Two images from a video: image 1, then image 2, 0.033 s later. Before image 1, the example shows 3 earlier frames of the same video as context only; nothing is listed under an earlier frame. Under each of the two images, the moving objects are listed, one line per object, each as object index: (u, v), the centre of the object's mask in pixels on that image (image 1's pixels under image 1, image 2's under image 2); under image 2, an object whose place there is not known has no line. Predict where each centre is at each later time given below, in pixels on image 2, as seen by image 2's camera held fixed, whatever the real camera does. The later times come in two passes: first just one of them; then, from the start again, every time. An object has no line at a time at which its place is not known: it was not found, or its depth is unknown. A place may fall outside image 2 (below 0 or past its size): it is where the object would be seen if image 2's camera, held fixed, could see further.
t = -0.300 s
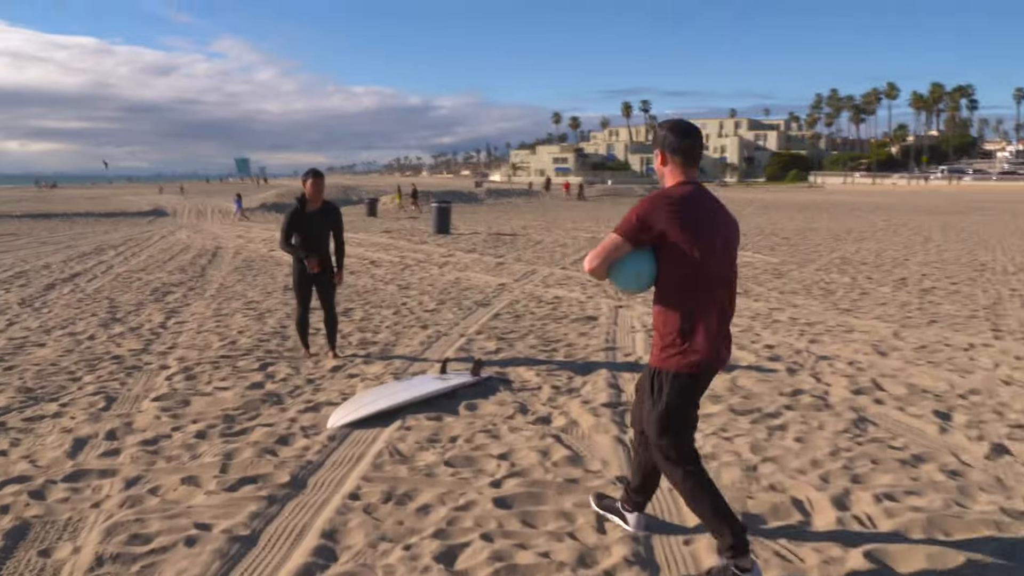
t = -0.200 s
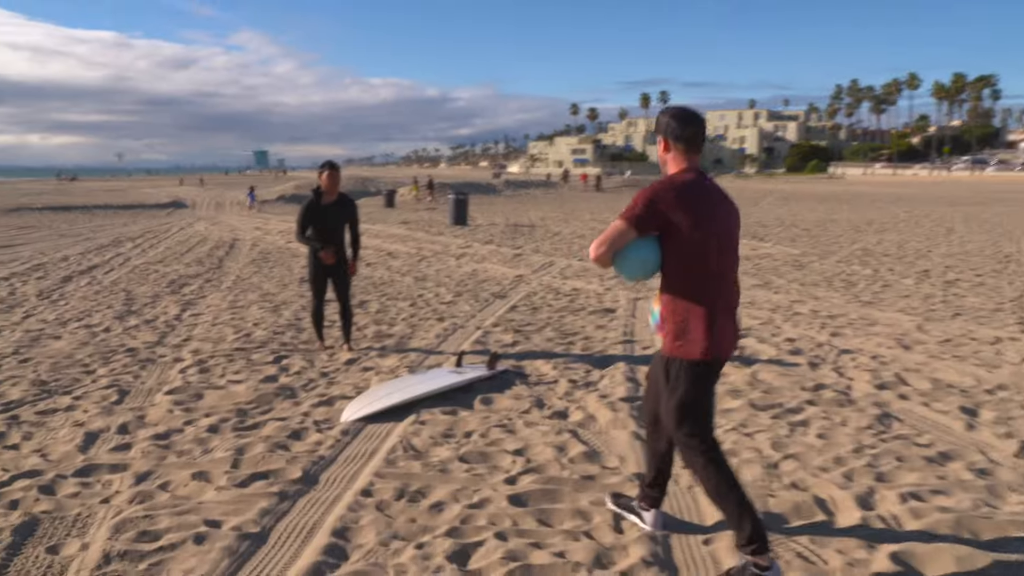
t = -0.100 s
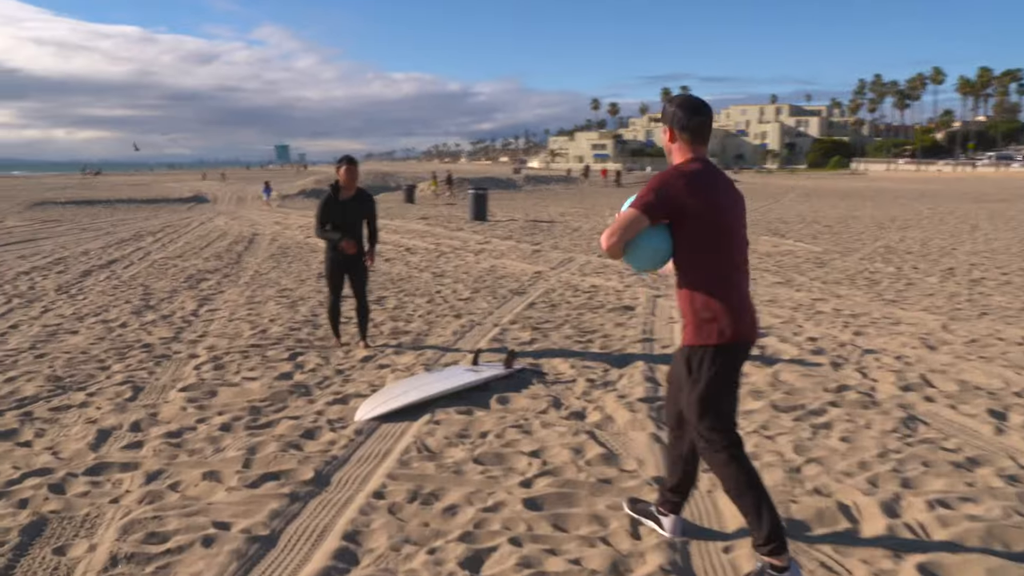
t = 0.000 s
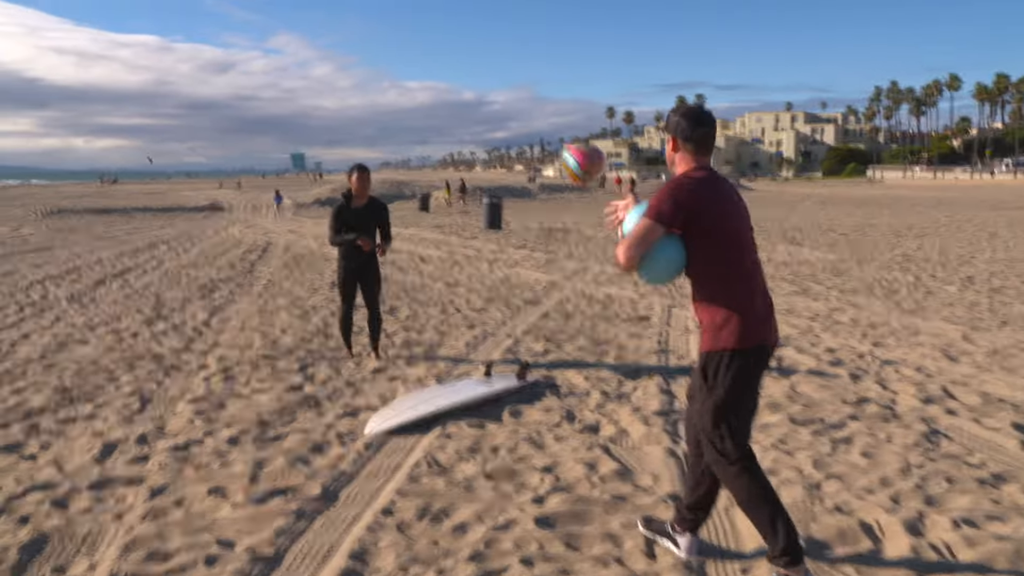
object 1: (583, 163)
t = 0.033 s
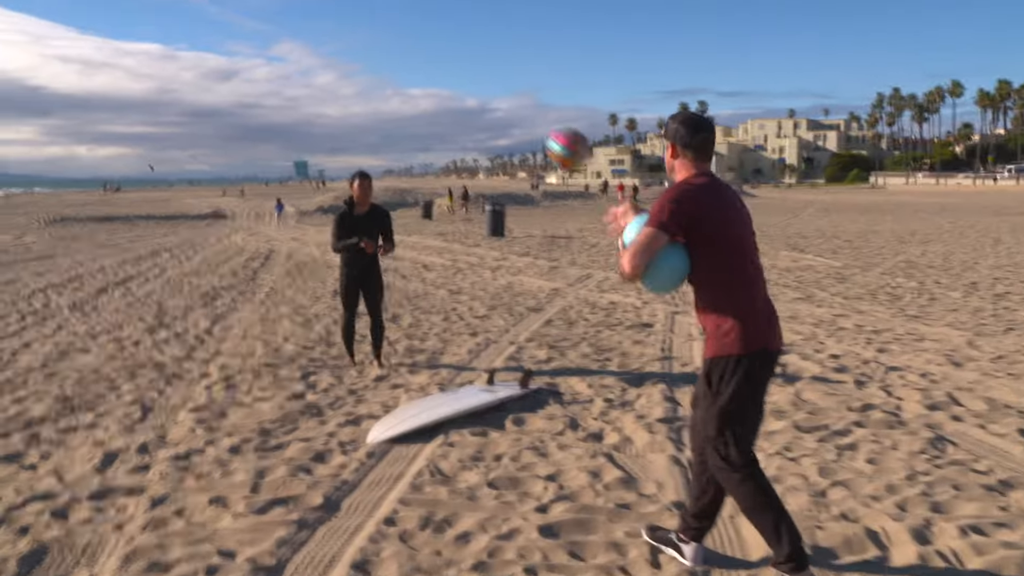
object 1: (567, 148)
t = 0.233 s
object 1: (480, 85)
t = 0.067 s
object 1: (552, 131)
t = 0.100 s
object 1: (535, 116)
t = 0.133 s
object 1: (520, 105)
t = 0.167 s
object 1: (506, 96)
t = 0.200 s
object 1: (493, 90)
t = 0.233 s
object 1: (480, 85)
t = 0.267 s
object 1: (467, 83)
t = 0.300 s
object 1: (456, 83)
